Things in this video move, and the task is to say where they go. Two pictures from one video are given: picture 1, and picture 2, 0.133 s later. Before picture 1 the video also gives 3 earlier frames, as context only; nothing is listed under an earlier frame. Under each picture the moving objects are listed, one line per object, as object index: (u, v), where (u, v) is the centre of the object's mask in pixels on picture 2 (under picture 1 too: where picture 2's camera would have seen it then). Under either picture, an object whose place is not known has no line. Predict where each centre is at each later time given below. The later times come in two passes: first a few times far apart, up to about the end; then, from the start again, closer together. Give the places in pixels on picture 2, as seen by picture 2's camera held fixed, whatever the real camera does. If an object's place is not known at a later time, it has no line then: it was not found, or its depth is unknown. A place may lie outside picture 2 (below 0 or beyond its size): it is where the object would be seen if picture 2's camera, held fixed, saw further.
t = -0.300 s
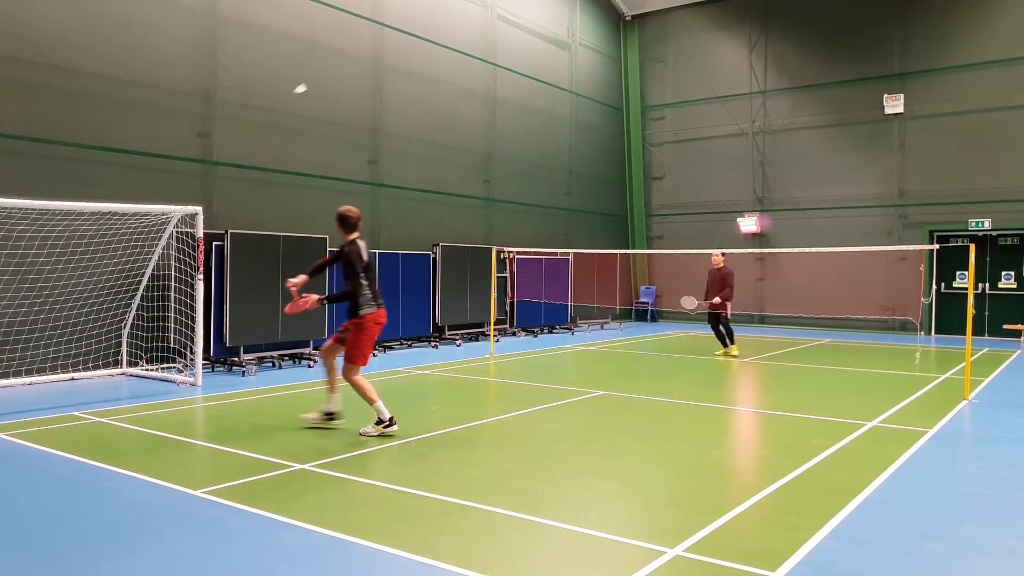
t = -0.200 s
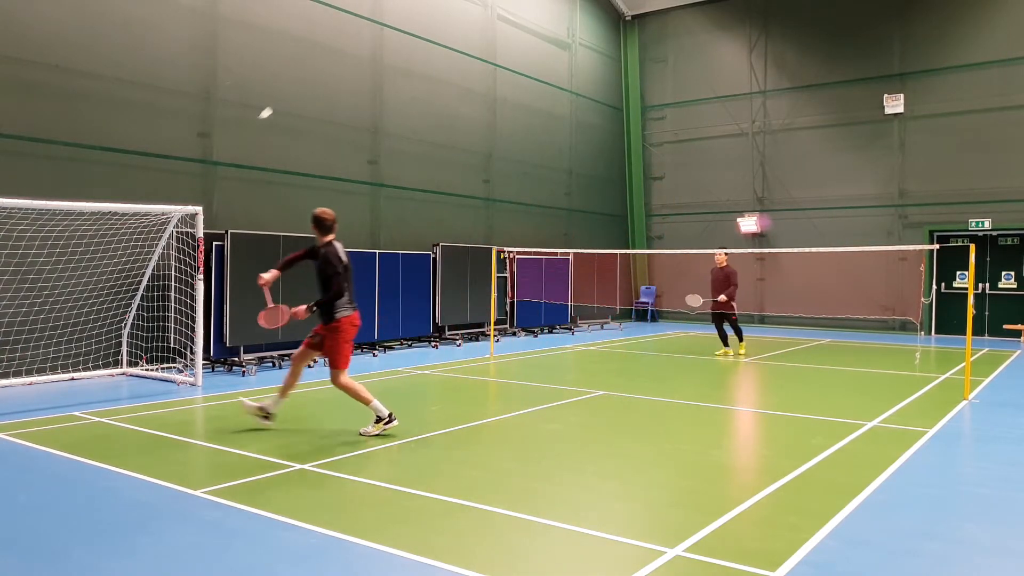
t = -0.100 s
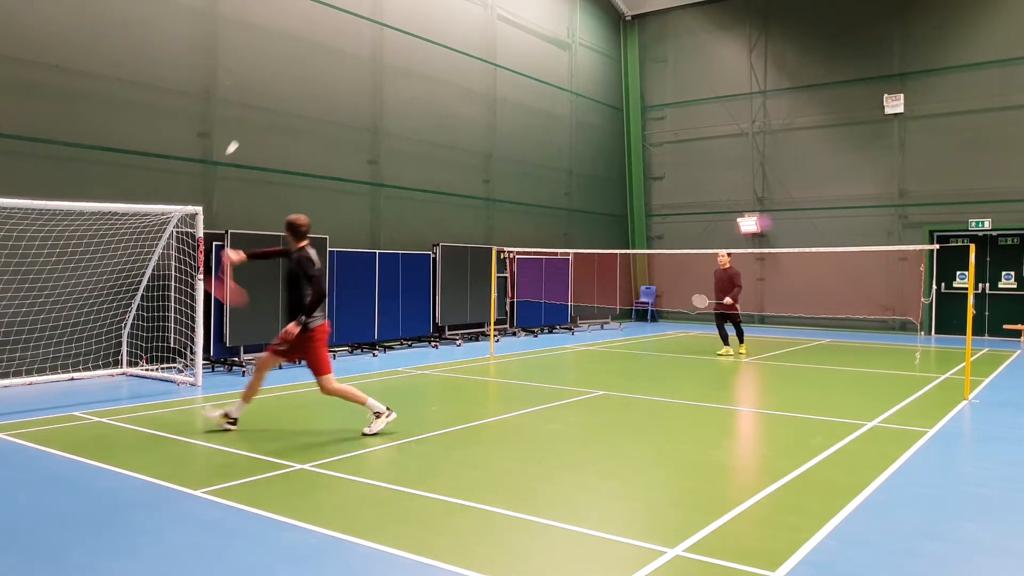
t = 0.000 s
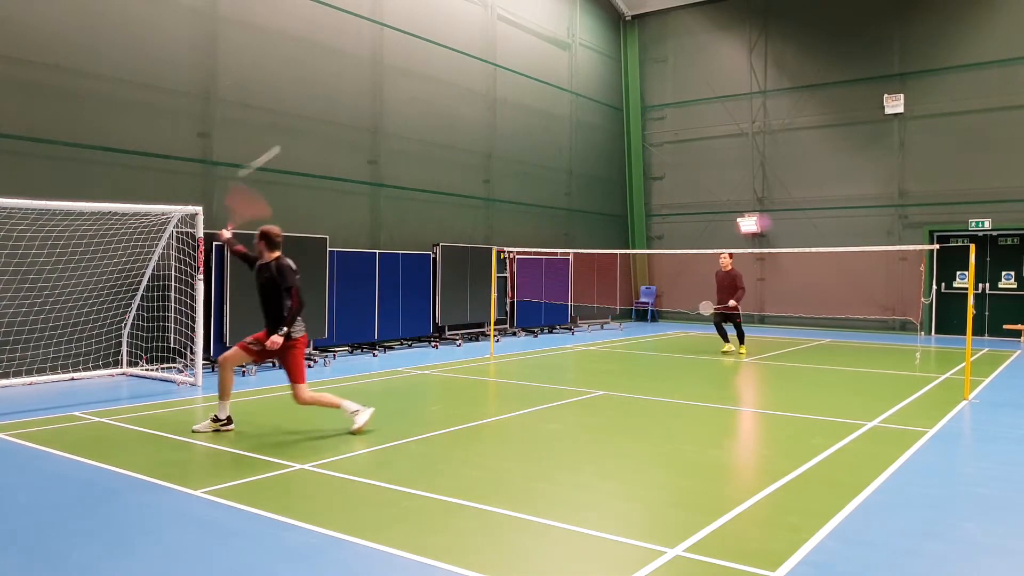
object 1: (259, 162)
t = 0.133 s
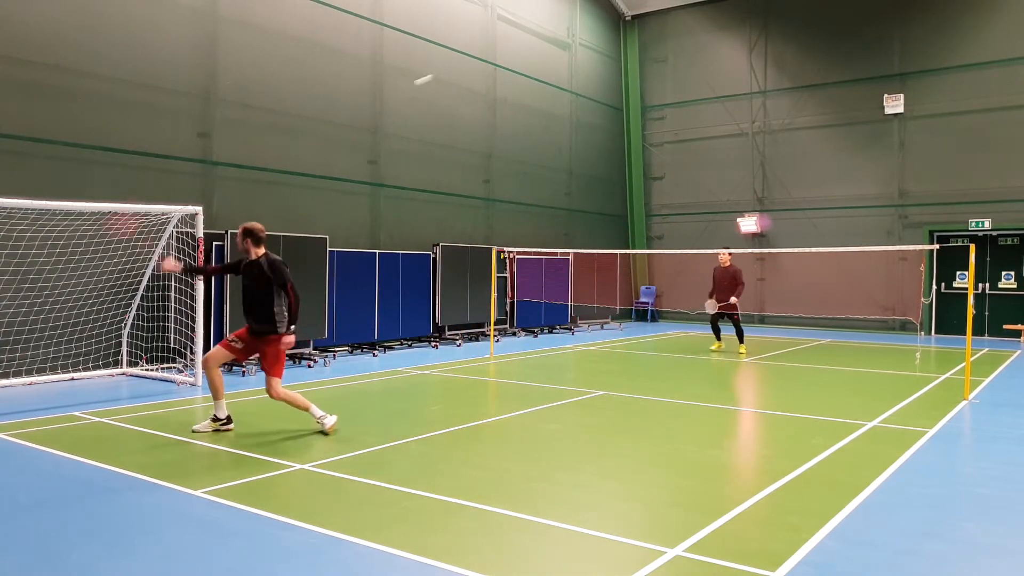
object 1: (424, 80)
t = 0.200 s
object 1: (468, 61)
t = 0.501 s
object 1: (582, 46)
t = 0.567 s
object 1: (597, 52)
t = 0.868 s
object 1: (648, 100)
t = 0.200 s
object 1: (468, 61)
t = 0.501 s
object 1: (582, 46)
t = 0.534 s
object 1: (590, 49)
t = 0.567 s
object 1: (597, 52)
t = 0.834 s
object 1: (644, 93)
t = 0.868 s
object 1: (648, 100)
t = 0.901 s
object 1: (652, 107)
